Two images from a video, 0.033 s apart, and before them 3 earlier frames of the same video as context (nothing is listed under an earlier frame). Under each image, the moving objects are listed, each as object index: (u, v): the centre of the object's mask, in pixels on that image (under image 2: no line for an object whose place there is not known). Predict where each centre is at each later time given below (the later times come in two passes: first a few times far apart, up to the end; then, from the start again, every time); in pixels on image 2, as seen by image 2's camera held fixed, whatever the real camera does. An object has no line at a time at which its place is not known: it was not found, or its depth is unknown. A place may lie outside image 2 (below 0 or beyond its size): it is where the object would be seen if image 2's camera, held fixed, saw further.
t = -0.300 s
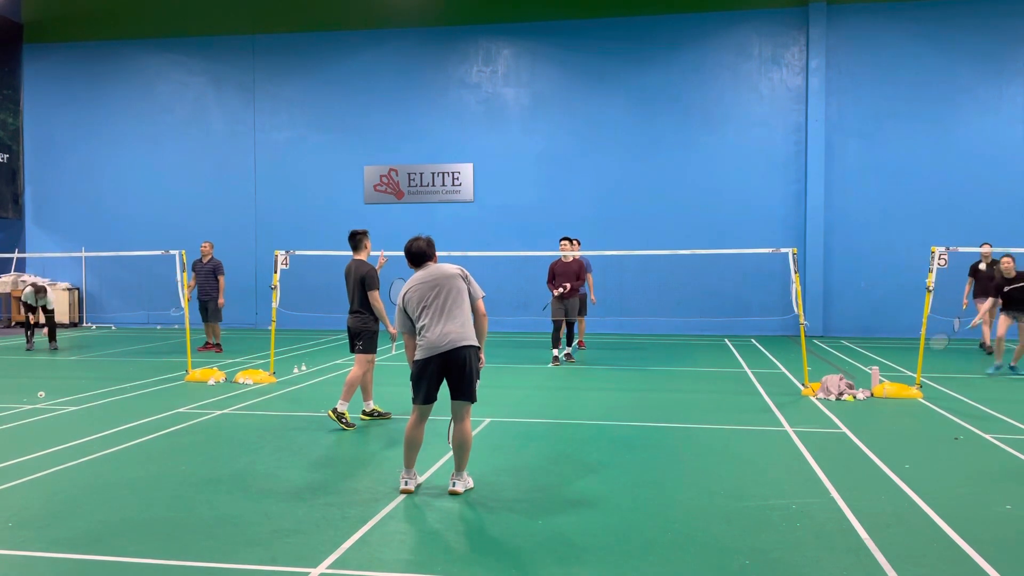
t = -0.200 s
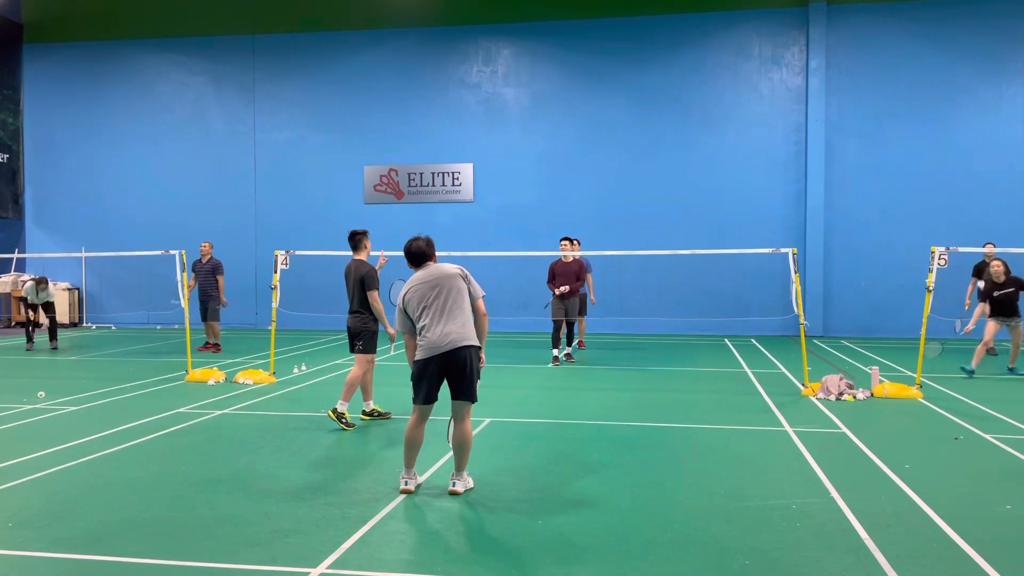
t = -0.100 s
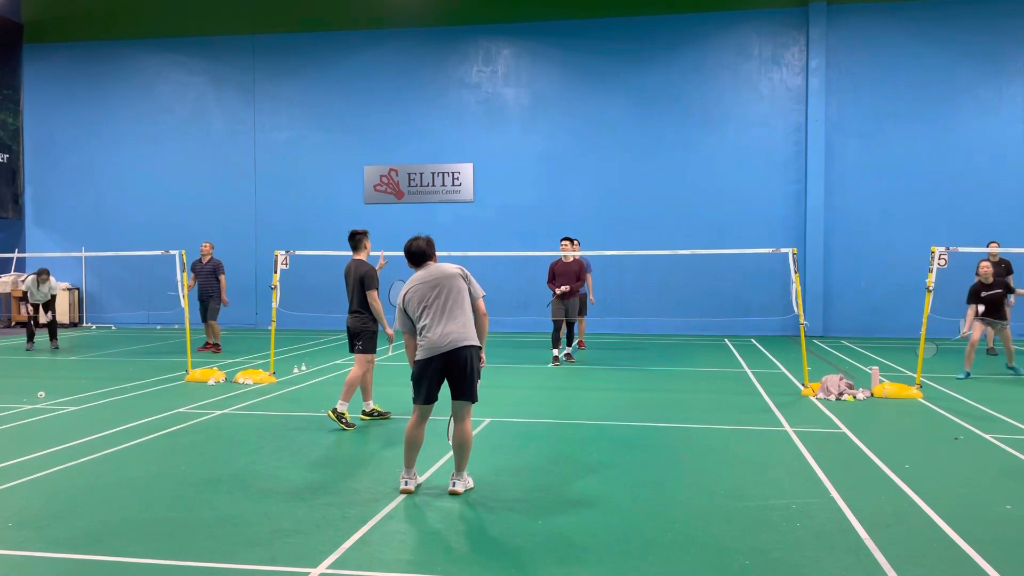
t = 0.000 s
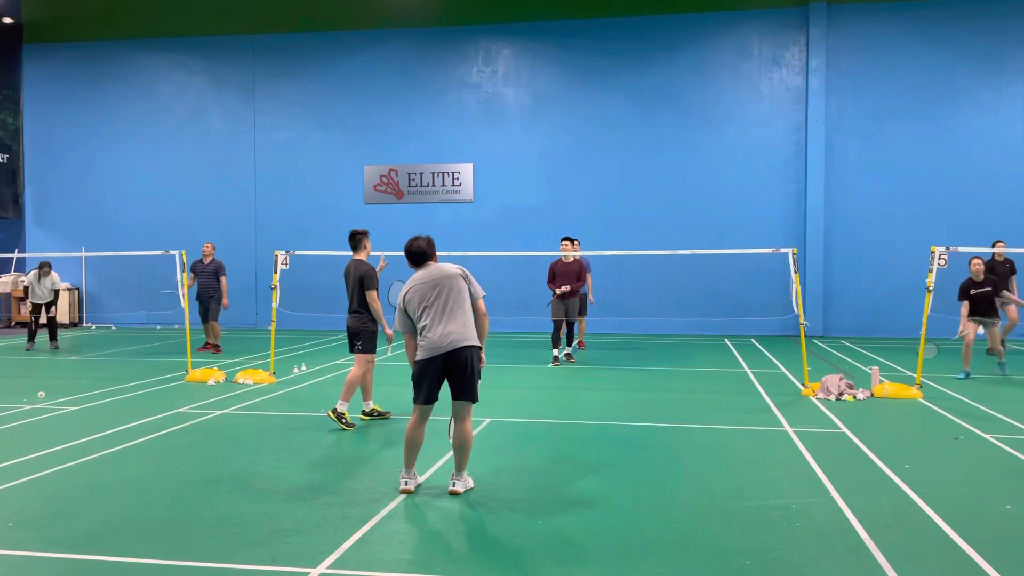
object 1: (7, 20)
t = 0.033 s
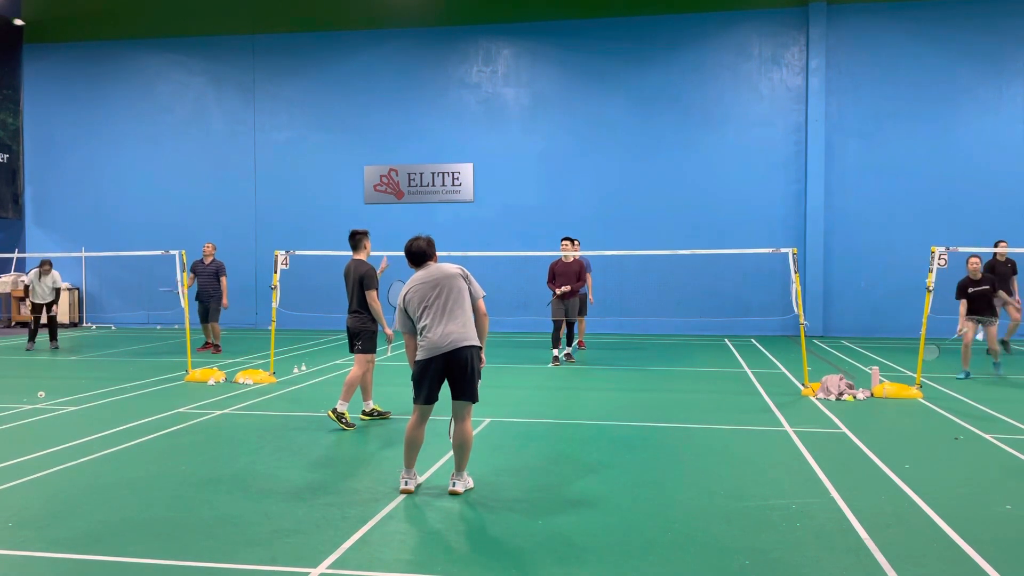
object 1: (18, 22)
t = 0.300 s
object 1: (87, 61)
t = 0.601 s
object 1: (139, 141)
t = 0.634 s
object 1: (143, 151)
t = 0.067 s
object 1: (28, 25)
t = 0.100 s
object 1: (38, 28)
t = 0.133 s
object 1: (48, 32)
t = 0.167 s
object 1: (56, 37)
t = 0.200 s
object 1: (64, 42)
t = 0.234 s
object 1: (72, 48)
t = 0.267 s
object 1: (80, 54)
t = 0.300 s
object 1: (87, 61)
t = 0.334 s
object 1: (95, 68)
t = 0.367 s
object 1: (101, 76)
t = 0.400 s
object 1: (107, 84)
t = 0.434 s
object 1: (113, 92)
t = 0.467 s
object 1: (119, 101)
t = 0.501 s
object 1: (124, 111)
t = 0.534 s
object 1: (130, 120)
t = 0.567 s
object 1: (134, 130)
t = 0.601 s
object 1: (139, 141)
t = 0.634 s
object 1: (143, 151)
